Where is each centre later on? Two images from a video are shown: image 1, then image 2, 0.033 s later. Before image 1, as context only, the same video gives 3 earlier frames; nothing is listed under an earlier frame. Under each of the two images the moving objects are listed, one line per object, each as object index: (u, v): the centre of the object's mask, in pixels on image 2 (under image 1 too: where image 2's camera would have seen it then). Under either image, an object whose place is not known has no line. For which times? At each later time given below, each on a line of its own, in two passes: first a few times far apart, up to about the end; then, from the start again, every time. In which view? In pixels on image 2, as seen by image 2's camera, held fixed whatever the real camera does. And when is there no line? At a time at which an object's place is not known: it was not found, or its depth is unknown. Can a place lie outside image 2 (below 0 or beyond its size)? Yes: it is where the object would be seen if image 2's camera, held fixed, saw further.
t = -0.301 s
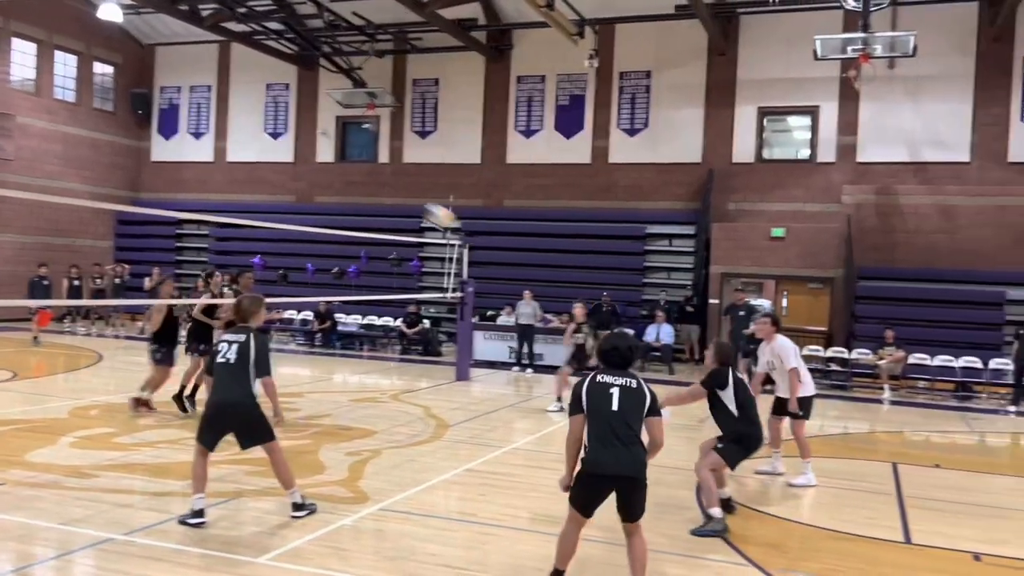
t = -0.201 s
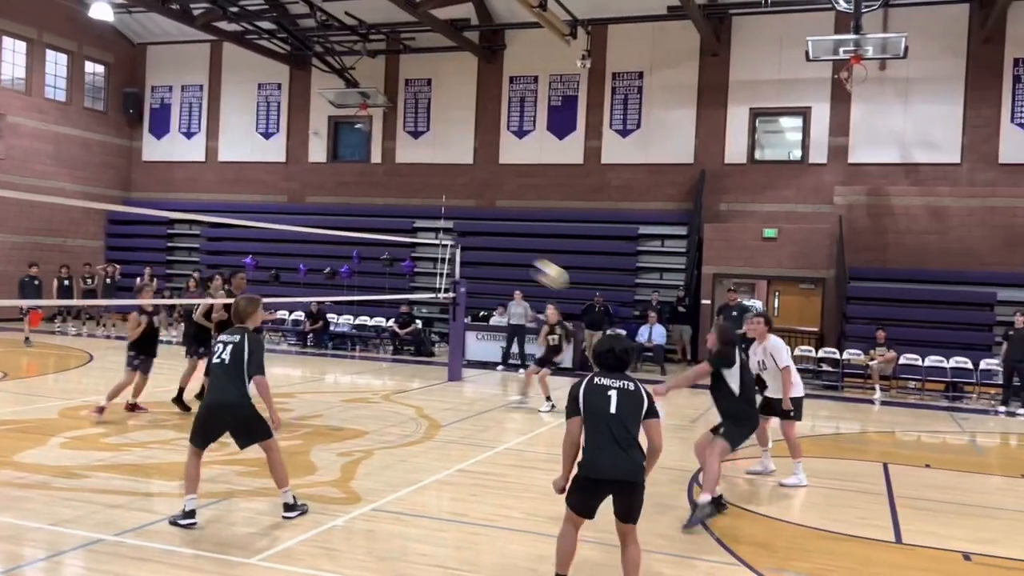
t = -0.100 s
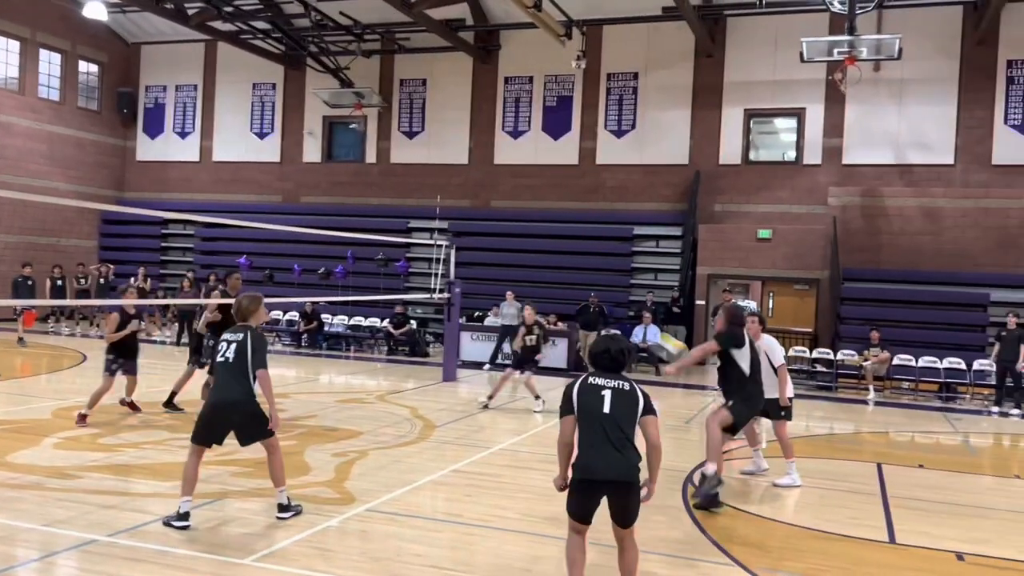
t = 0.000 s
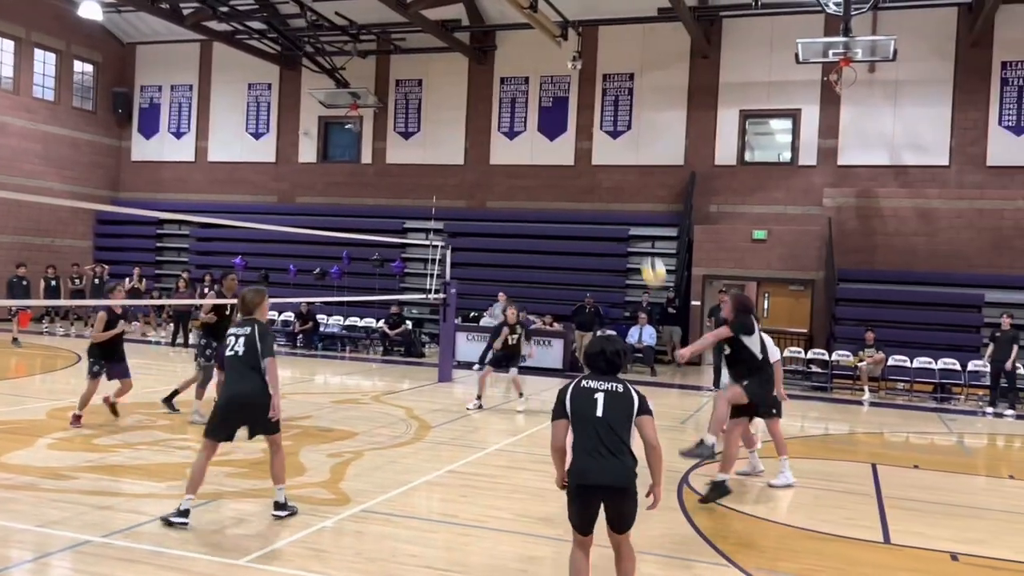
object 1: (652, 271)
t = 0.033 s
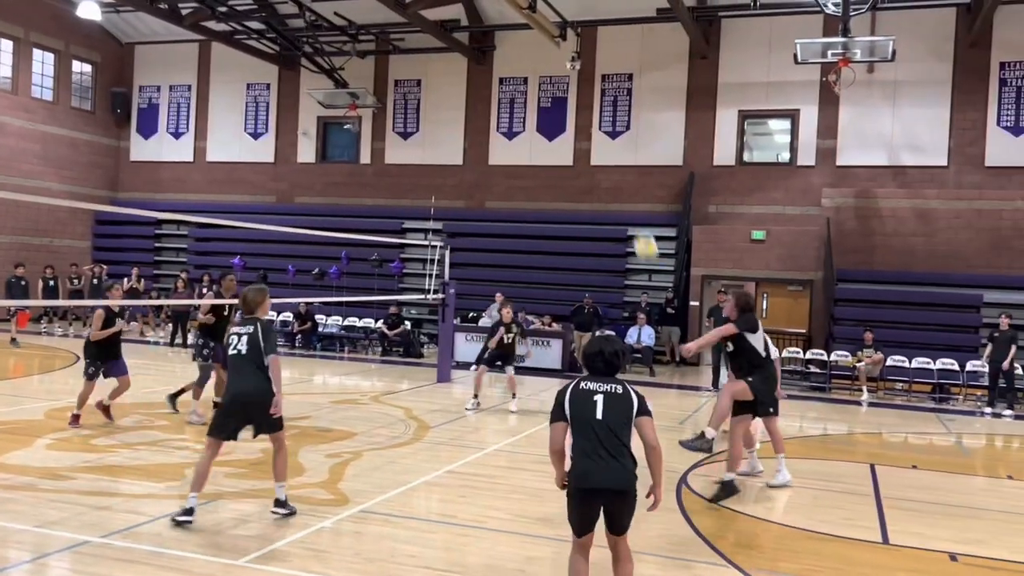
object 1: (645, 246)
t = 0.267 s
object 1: (604, 114)
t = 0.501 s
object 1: (570, 48)
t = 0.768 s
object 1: (533, 42)
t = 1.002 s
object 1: (503, 86)
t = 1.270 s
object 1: (470, 181)
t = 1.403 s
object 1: (454, 242)
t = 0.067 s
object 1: (639, 222)
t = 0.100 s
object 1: (633, 201)
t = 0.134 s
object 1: (627, 180)
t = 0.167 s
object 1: (622, 161)
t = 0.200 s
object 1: (617, 144)
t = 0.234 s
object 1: (610, 127)
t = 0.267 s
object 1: (604, 114)
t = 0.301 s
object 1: (598, 100)
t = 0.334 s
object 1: (593, 88)
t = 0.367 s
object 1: (588, 77)
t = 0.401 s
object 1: (583, 68)
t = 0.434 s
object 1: (579, 61)
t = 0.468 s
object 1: (574, 56)
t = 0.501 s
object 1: (570, 48)
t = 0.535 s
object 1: (566, 42)
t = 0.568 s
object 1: (560, 39)
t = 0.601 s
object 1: (555, 38)
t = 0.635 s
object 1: (551, 37)
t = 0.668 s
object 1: (547, 36)
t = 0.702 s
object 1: (542, 38)
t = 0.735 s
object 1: (538, 39)
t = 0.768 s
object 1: (533, 42)
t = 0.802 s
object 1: (527, 46)
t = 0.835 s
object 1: (524, 51)
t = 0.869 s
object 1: (519, 57)
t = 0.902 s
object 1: (515, 63)
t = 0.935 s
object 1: (512, 70)
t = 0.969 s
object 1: (507, 79)
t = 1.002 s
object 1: (503, 86)
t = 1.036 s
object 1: (498, 96)
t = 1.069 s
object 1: (493, 107)
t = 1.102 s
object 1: (489, 116)
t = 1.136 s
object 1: (486, 129)
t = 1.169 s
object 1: (483, 141)
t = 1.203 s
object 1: (479, 154)
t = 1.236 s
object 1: (474, 167)
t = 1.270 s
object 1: (470, 181)
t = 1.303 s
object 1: (465, 196)
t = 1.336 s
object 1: (461, 211)
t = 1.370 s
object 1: (458, 227)
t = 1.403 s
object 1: (454, 242)
